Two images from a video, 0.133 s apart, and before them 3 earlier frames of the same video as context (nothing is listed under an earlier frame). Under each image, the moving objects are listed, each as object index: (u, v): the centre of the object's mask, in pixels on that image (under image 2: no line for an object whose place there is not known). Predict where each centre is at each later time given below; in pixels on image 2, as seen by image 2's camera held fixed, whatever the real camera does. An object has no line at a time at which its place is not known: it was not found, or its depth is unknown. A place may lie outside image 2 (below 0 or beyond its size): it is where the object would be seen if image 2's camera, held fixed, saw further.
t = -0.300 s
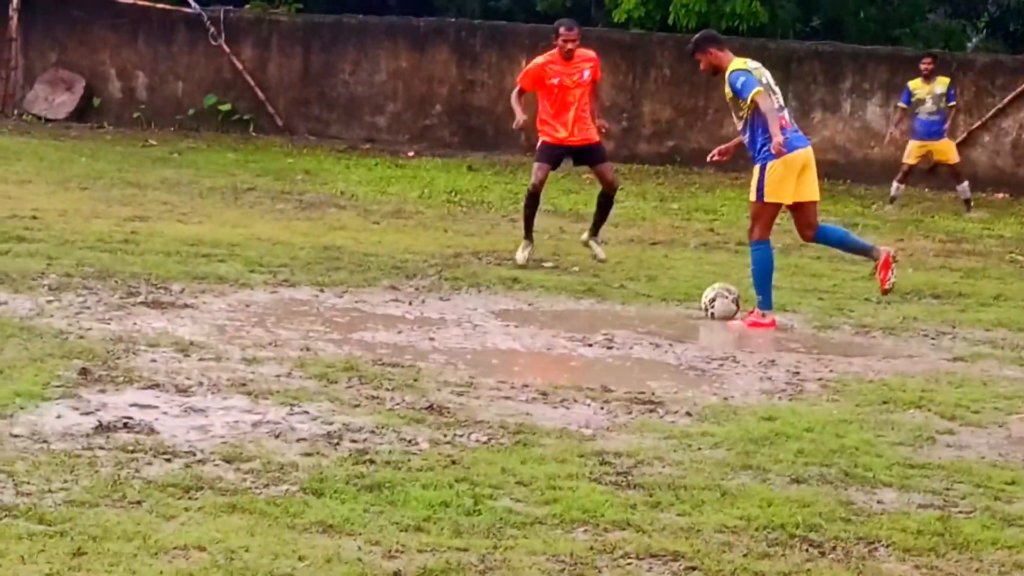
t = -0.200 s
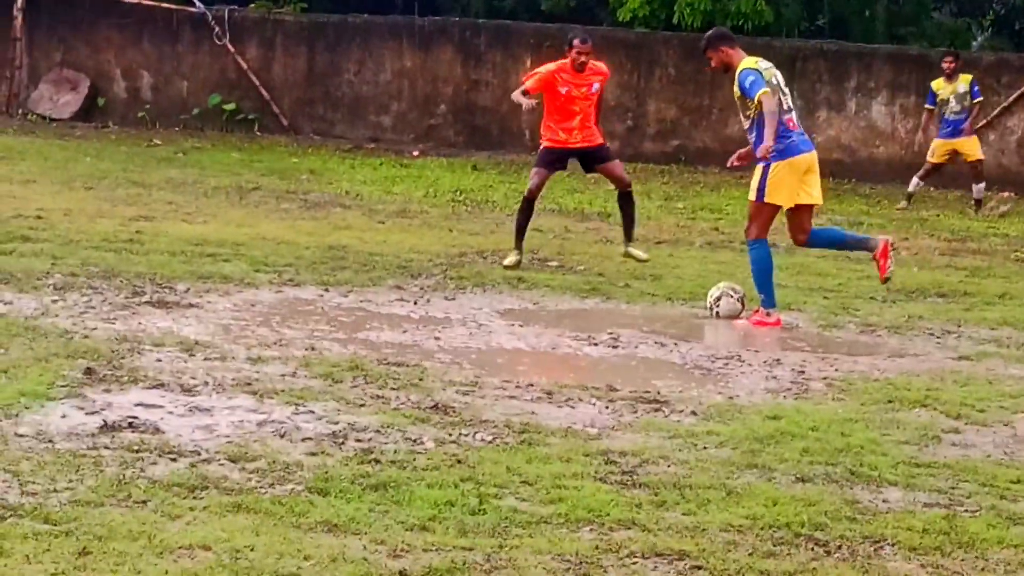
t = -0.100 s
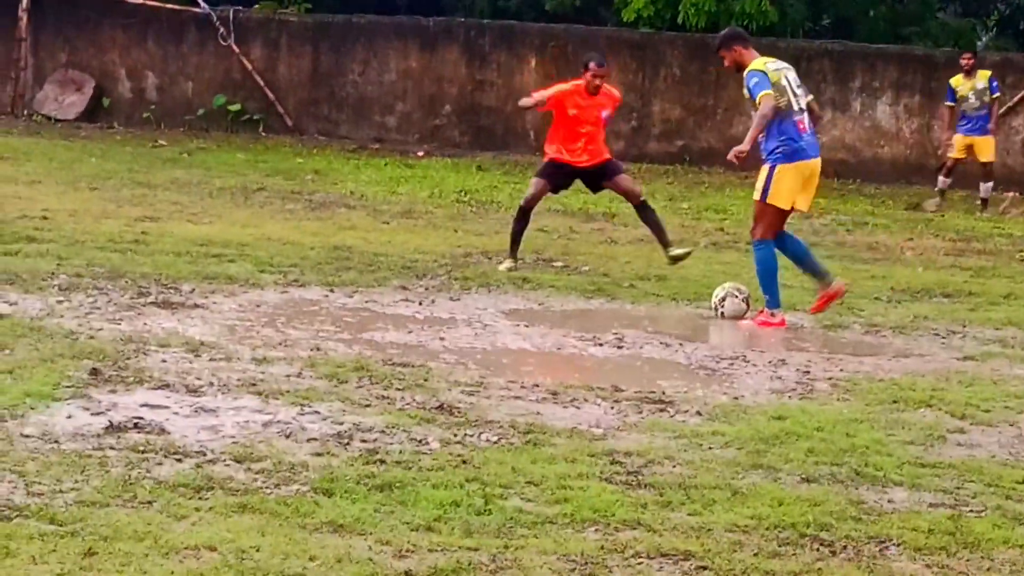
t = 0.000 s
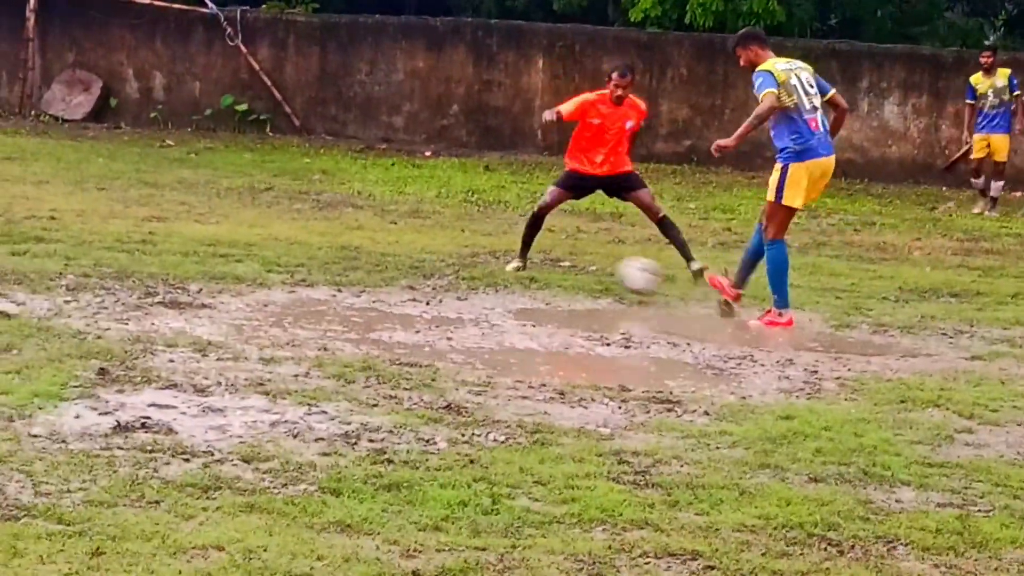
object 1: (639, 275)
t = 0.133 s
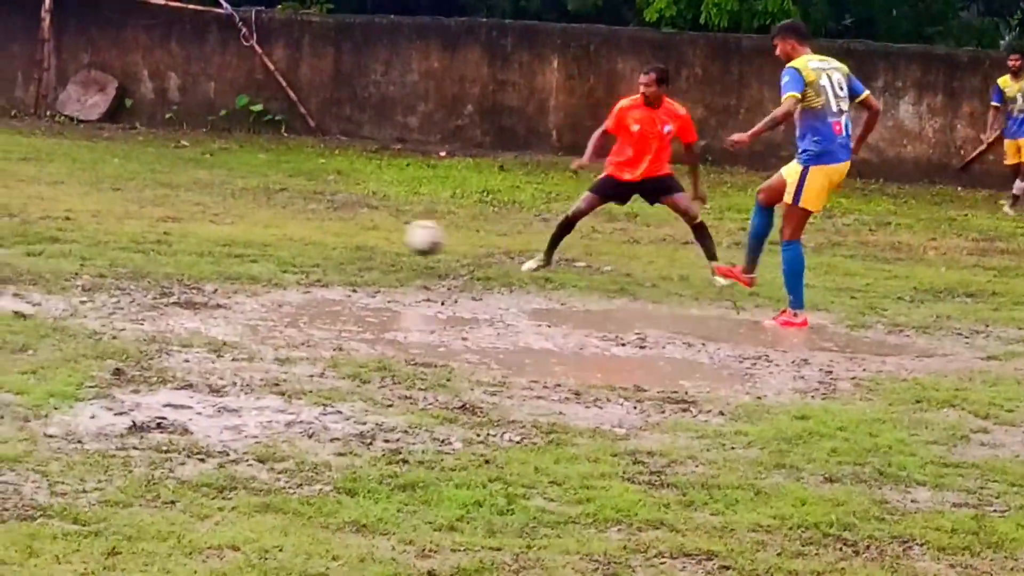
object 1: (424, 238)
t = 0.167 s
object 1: (372, 232)
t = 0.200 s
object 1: (322, 231)
